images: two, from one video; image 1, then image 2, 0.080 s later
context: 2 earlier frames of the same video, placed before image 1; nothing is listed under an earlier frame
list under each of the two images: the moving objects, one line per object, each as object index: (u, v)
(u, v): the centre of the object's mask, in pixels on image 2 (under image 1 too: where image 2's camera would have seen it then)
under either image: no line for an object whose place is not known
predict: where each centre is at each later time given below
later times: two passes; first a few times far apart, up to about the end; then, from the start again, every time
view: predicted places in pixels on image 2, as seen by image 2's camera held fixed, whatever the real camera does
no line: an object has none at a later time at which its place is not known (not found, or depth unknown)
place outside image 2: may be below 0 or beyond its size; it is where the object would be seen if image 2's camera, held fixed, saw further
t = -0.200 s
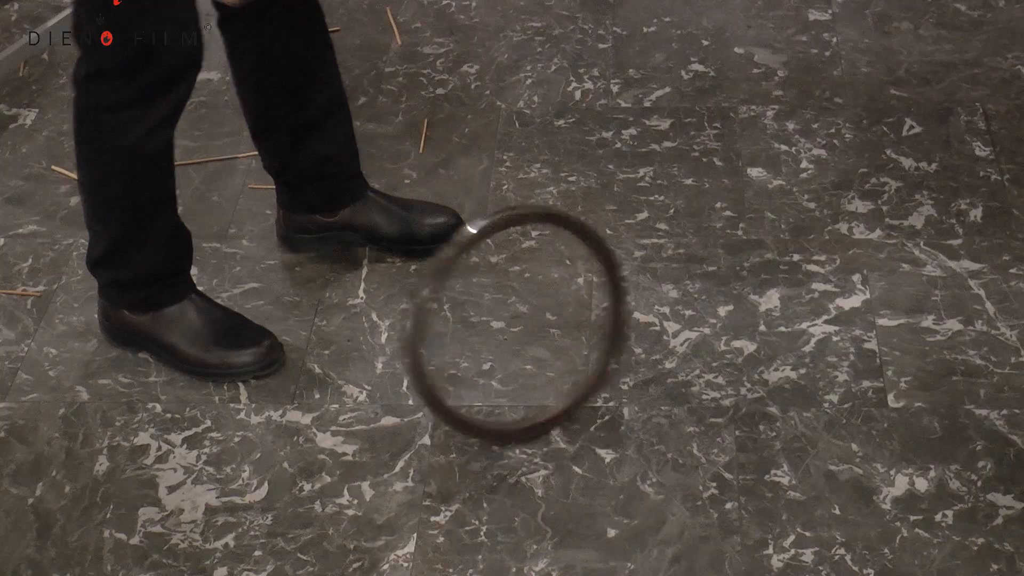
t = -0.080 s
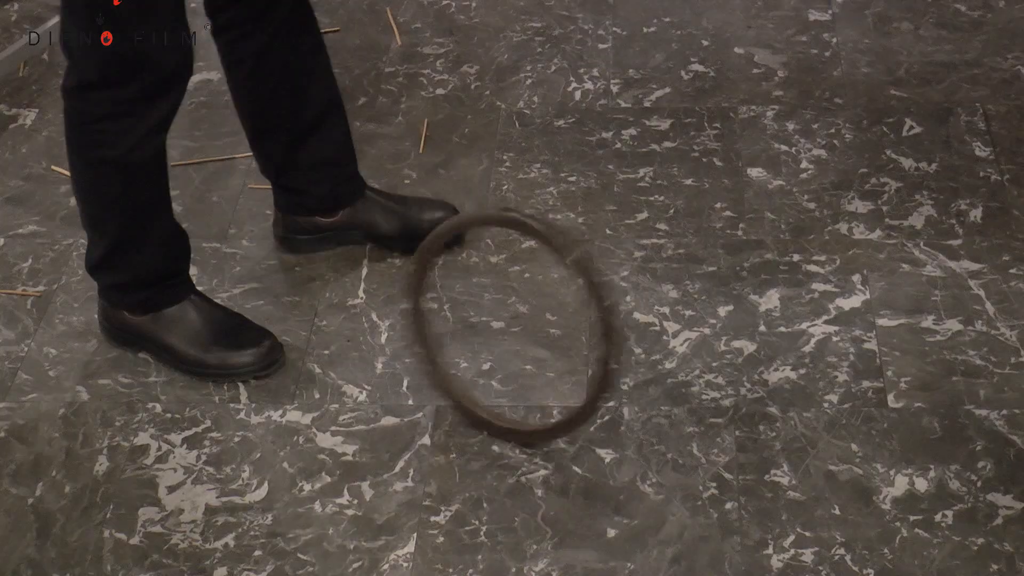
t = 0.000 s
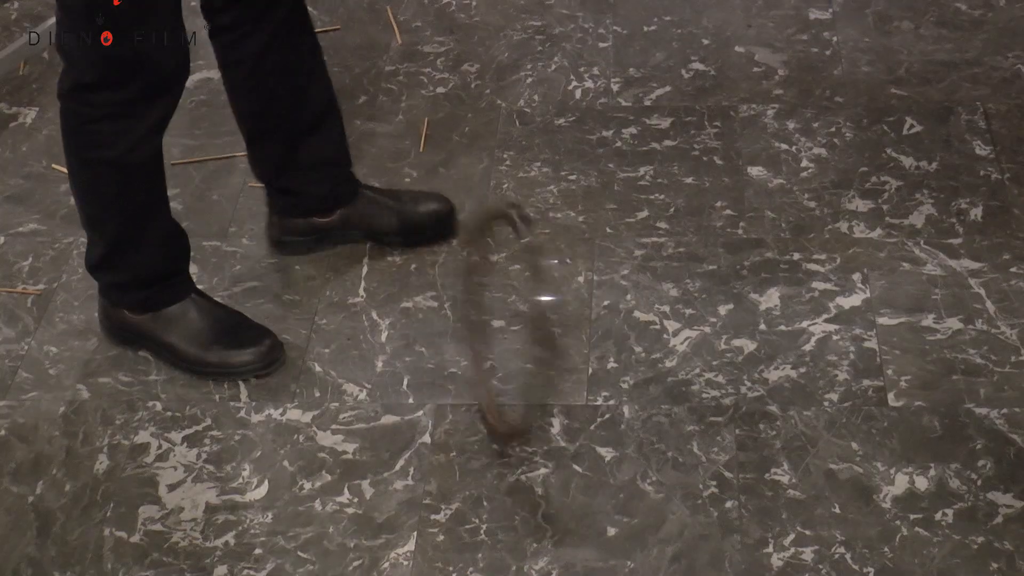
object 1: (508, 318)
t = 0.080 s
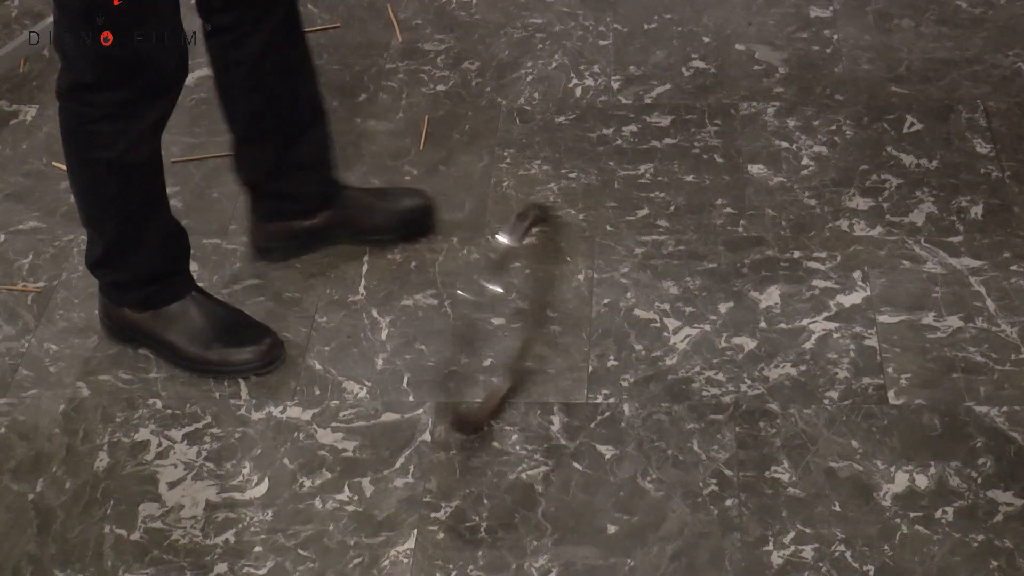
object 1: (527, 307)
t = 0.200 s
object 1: (505, 310)
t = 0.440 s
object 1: (499, 318)
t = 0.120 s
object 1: (503, 317)
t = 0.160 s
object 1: (505, 315)
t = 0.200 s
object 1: (505, 310)
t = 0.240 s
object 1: (507, 311)
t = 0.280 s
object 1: (507, 315)
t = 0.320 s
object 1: (508, 314)
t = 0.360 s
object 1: (510, 319)
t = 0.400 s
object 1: (515, 312)
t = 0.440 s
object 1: (499, 318)
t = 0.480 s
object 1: (496, 319)
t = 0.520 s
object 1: (493, 318)
